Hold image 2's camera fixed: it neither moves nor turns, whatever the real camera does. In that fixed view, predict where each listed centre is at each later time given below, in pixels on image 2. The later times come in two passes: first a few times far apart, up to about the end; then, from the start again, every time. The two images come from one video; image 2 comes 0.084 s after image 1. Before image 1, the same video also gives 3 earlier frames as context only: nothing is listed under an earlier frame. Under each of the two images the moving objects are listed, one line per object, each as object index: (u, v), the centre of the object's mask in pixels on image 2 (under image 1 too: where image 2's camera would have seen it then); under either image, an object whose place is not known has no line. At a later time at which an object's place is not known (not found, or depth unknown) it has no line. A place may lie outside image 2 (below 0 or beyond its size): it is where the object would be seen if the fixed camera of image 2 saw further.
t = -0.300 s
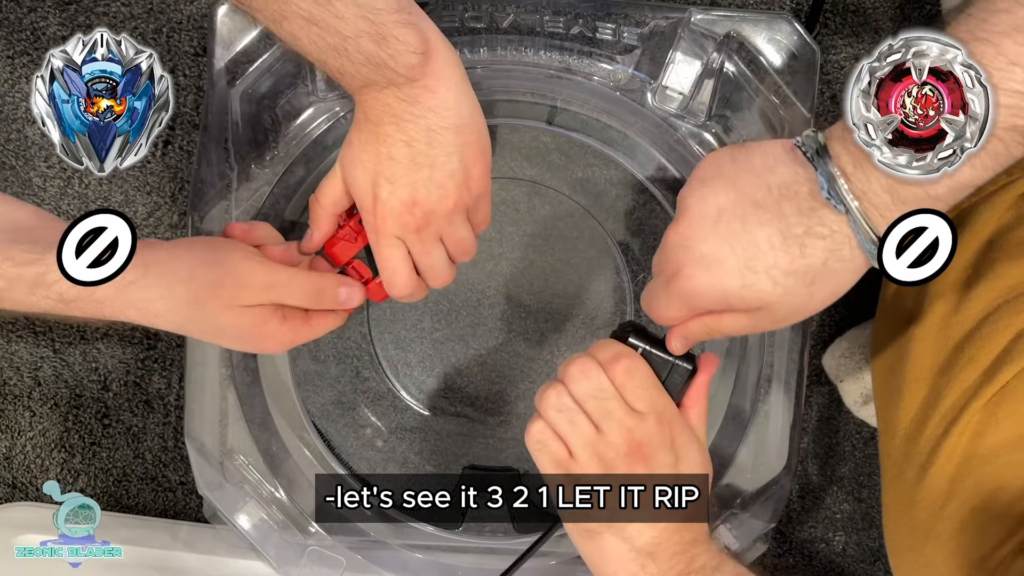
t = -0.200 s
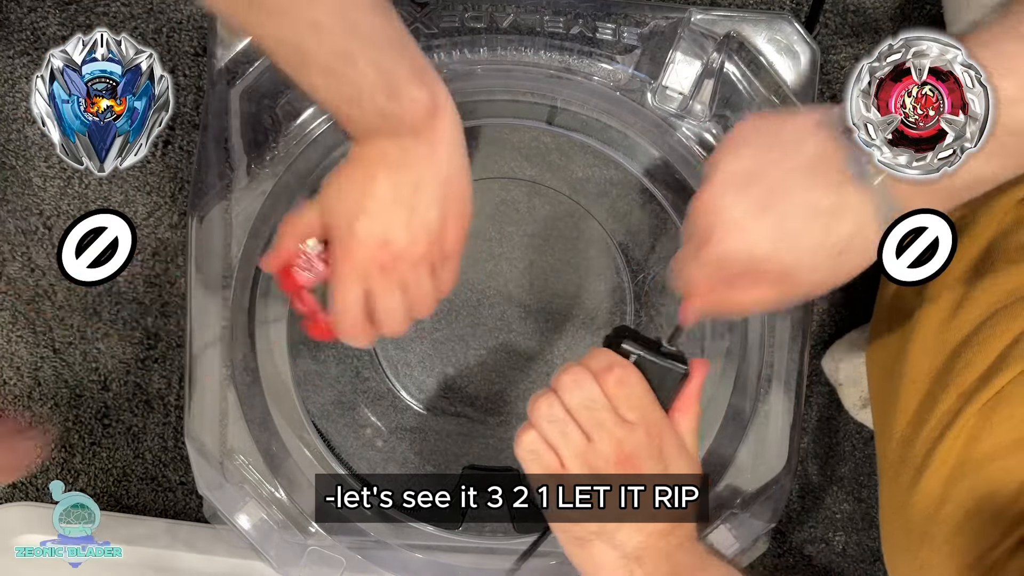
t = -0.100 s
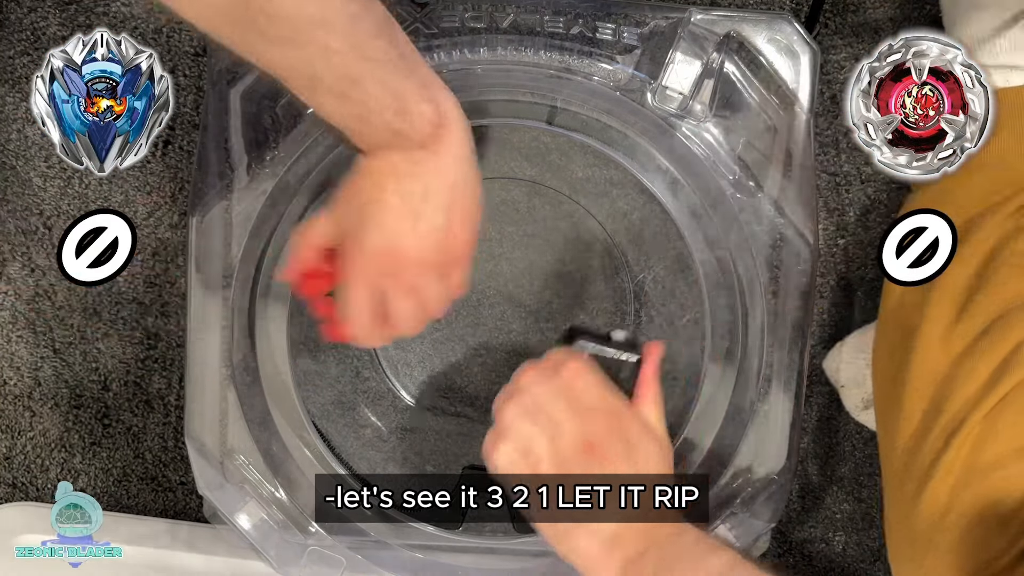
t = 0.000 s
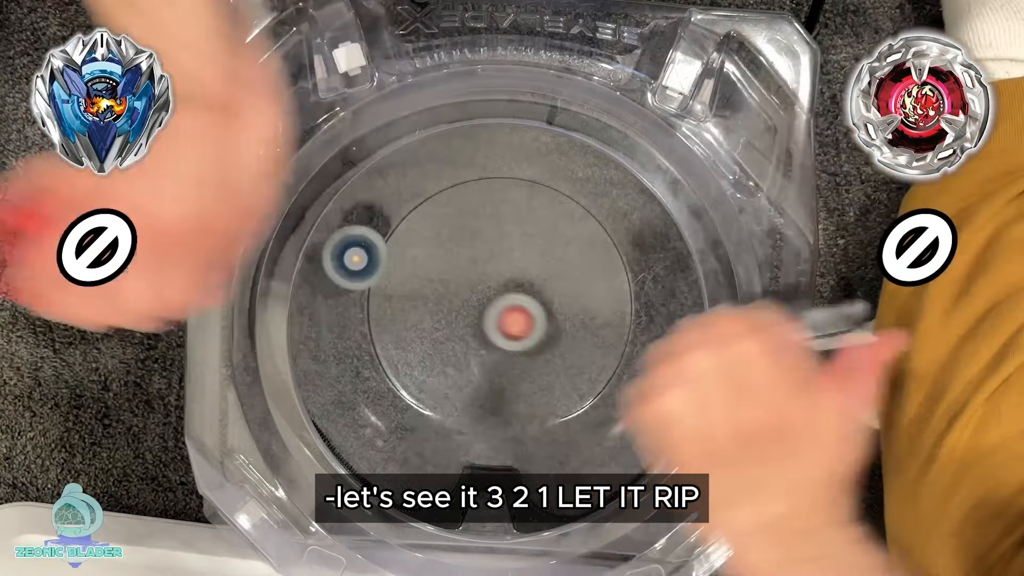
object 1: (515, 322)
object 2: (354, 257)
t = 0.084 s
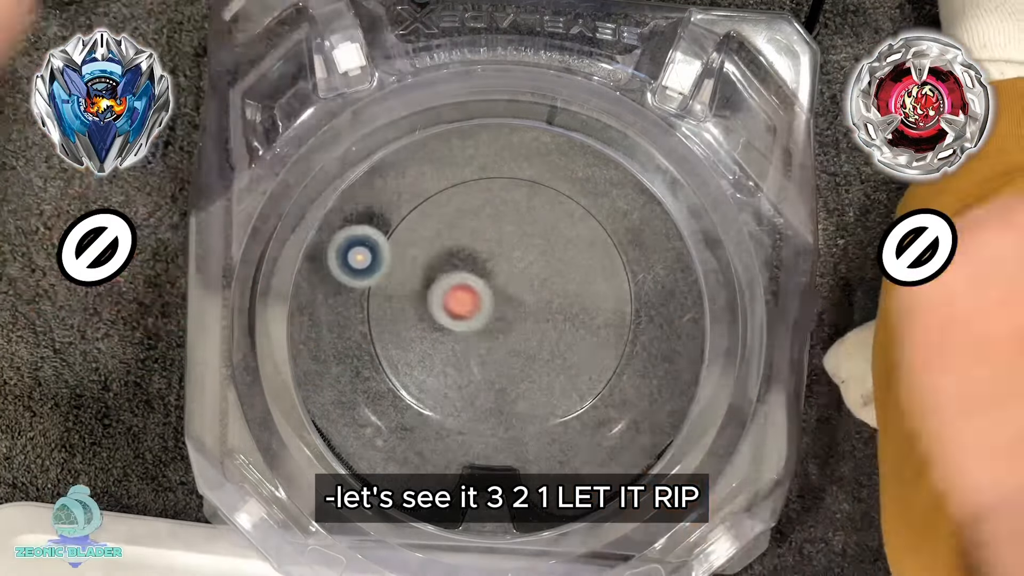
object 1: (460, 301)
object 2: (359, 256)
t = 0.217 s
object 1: (442, 312)
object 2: (340, 234)
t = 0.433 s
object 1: (594, 450)
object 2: (292, 100)
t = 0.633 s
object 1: (637, 459)
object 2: (302, 97)
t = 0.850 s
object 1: (652, 444)
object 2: (305, 96)
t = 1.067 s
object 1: (646, 432)
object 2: (311, 96)
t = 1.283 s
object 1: (620, 413)
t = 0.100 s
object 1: (450, 296)
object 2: (361, 255)
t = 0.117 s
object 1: (439, 290)
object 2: (364, 254)
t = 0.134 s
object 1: (430, 285)
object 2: (365, 256)
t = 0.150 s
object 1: (423, 283)
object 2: (367, 258)
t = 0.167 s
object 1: (418, 280)
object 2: (369, 261)
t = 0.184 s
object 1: (418, 283)
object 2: (366, 258)
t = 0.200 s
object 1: (427, 296)
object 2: (348, 244)
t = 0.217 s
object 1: (442, 312)
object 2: (340, 234)
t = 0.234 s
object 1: (458, 329)
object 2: (314, 213)
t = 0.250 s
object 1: (472, 344)
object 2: (293, 194)
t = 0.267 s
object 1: (486, 359)
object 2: (281, 181)
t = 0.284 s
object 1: (500, 374)
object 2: (264, 166)
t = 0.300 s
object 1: (513, 387)
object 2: (251, 154)
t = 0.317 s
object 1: (527, 400)
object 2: (247, 146)
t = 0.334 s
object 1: (538, 410)
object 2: (251, 139)
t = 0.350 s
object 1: (550, 420)
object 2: (256, 133)
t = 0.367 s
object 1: (560, 429)
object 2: (262, 128)
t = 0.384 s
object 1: (570, 435)
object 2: (272, 120)
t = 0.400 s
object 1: (578, 440)
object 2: (282, 115)
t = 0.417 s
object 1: (586, 445)
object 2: (290, 110)
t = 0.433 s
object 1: (594, 450)
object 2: (292, 100)
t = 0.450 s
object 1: (600, 453)
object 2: (298, 97)
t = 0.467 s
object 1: (606, 456)
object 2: (303, 98)
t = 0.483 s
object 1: (610, 458)
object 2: (301, 99)
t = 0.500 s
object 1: (615, 460)
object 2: (297, 102)
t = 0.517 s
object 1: (618, 461)
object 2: (294, 104)
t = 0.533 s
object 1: (621, 461)
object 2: (292, 106)
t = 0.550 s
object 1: (624, 460)
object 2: (291, 107)
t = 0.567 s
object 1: (628, 461)
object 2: (291, 108)
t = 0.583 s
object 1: (631, 461)
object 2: (293, 106)
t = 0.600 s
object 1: (633, 461)
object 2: (296, 104)
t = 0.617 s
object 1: (635, 460)
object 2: (298, 102)
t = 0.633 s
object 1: (637, 459)
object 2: (302, 97)
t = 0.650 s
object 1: (639, 458)
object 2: (305, 94)
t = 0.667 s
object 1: (640, 457)
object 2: (303, 96)
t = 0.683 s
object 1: (642, 456)
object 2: (302, 97)
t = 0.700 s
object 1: (643, 455)
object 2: (301, 99)
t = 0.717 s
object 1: (645, 453)
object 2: (300, 99)
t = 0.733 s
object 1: (646, 452)
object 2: (299, 100)
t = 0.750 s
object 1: (647, 451)
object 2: (300, 100)
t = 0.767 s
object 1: (648, 449)
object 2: (301, 99)
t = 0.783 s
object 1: (649, 448)
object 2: (302, 98)
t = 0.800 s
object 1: (650, 447)
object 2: (305, 95)
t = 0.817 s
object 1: (650, 446)
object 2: (307, 94)
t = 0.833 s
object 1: (651, 445)
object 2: (307, 94)
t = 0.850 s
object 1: (652, 444)
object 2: (305, 96)
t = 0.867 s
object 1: (652, 443)
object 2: (305, 96)
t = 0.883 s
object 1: (652, 442)
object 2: (305, 95)
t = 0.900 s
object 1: (652, 441)
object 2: (307, 95)
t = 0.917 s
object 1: (652, 440)
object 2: (308, 95)
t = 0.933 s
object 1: (652, 439)
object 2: (308, 94)
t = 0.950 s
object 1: (652, 438)
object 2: (308, 95)
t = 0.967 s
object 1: (651, 437)
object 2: (308, 96)
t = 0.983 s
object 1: (651, 437)
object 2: (309, 95)
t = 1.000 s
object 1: (650, 436)
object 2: (309, 93)
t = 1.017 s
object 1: (649, 434)
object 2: (309, 94)
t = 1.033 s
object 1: (648, 434)
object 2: (309, 95)
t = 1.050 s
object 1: (647, 432)
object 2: (310, 96)
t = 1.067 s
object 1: (646, 432)
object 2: (311, 96)
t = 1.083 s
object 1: (644, 431)
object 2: (311, 96)
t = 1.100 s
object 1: (642, 430)
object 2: (311, 96)
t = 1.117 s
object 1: (640, 429)
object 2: (312, 97)
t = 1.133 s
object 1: (638, 428)
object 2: (311, 98)
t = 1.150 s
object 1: (636, 426)
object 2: (311, 99)
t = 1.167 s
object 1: (634, 425)
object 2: (311, 100)
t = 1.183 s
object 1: (632, 423)
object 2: (311, 100)
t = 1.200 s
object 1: (631, 422)
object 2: (312, 100)
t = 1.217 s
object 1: (629, 420)
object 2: (314, 100)
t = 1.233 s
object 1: (627, 418)
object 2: (309, 99)
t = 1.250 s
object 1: (625, 417)
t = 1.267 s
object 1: (623, 415)
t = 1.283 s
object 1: (620, 413)
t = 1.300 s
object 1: (618, 412)
